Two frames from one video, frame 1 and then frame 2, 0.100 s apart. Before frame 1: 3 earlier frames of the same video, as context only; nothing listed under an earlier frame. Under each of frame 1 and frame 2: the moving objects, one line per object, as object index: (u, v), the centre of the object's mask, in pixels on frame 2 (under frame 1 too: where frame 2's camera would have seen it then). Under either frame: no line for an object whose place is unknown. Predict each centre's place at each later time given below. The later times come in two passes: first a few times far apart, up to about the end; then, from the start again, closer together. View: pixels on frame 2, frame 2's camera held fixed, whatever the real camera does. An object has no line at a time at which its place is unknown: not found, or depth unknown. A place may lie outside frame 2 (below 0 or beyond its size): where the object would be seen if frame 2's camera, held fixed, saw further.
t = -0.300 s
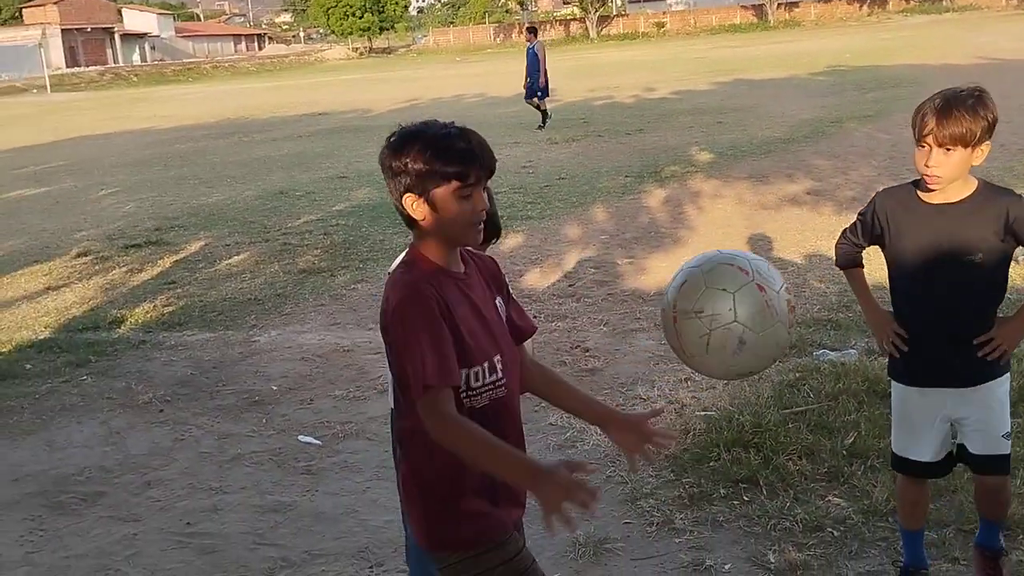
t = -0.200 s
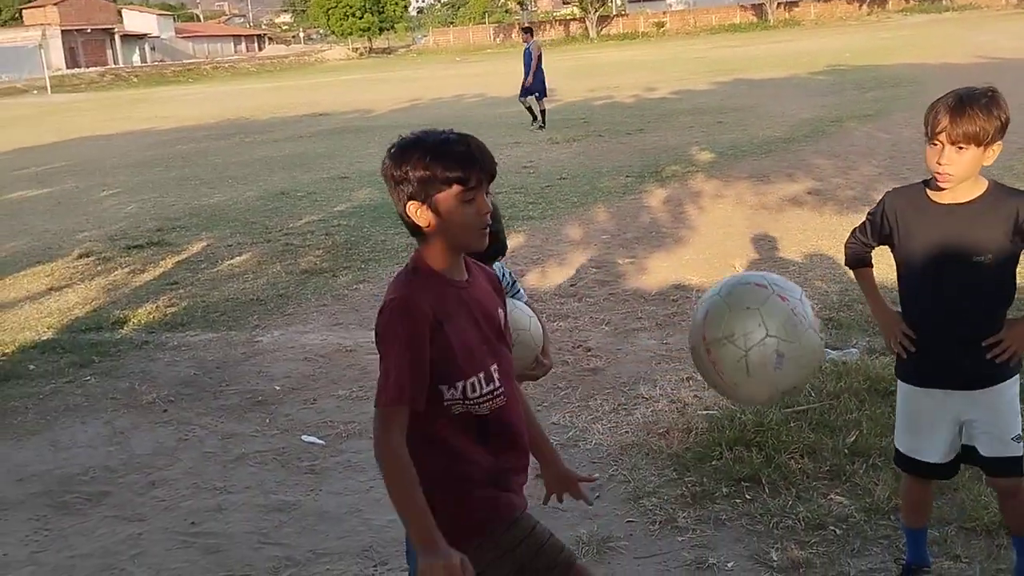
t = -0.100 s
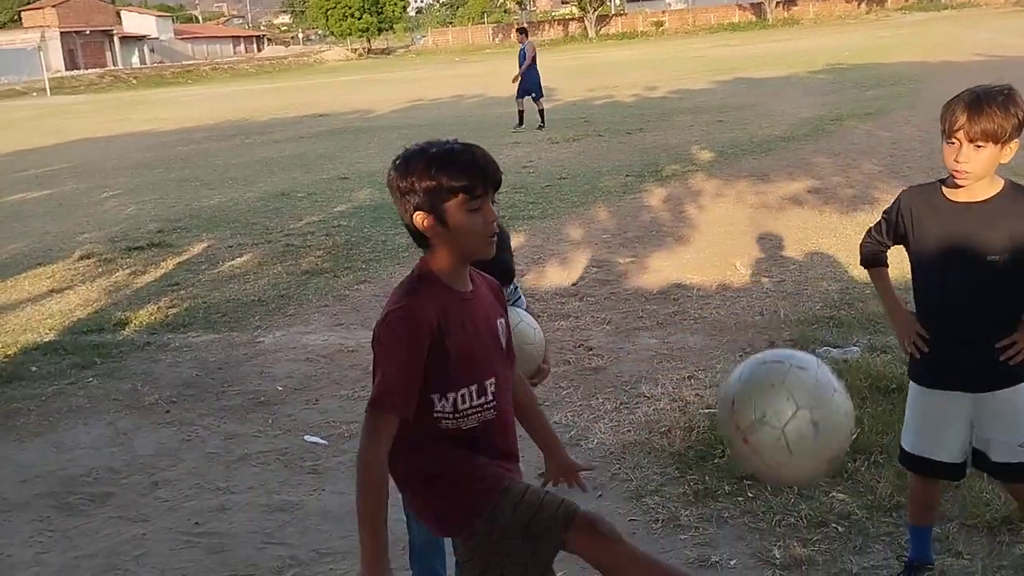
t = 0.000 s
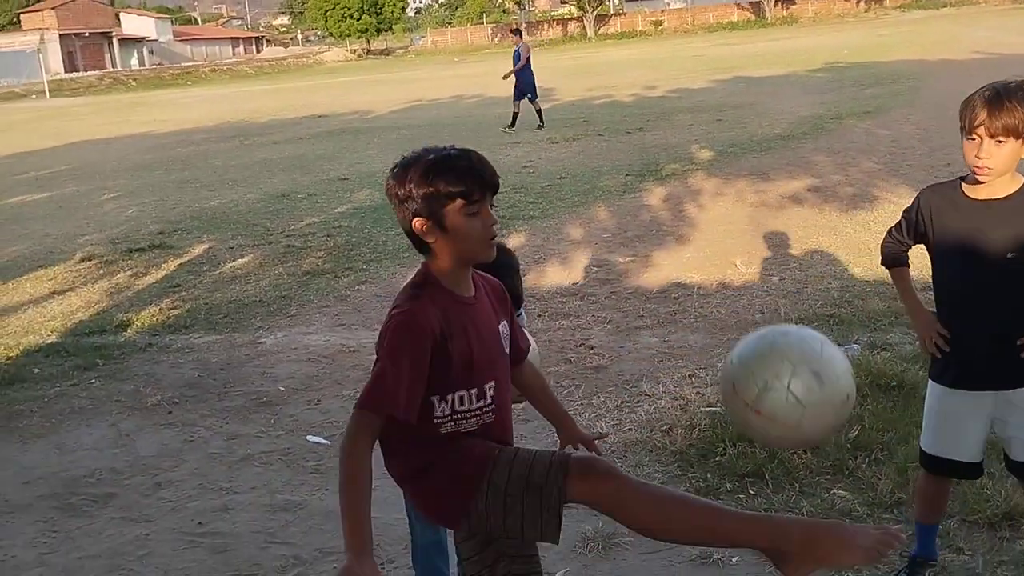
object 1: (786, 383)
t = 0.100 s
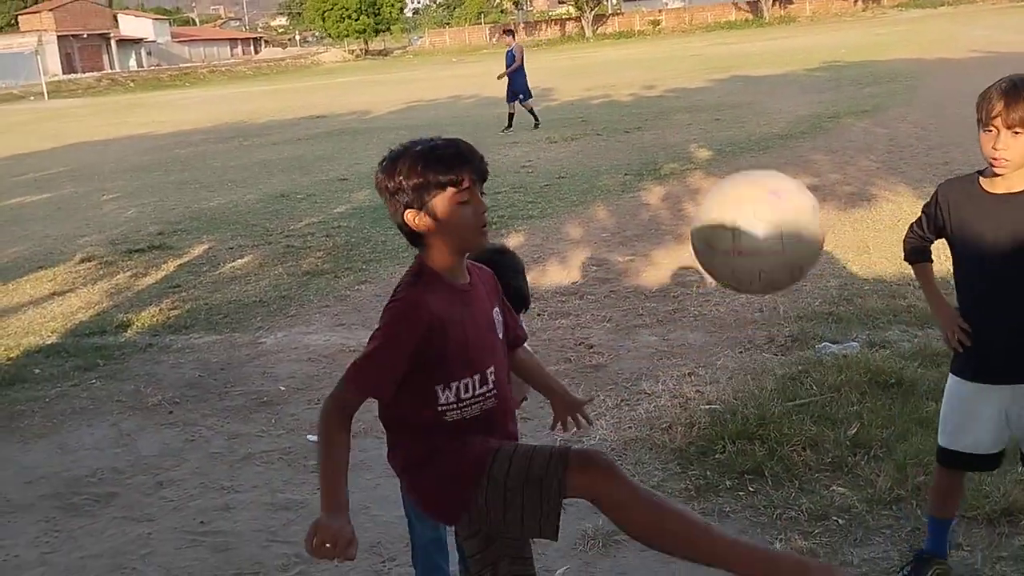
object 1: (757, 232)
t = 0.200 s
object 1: (732, 129)
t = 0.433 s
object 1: (684, 100)
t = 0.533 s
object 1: (671, 176)
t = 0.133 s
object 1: (748, 191)
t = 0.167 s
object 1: (740, 158)
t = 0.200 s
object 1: (732, 129)
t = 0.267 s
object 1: (715, 90)
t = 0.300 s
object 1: (708, 80)
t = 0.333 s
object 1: (702, 76)
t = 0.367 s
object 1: (695, 78)
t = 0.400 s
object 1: (689, 86)
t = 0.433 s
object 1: (684, 100)
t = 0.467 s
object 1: (679, 120)
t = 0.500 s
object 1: (675, 145)
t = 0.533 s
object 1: (671, 176)
